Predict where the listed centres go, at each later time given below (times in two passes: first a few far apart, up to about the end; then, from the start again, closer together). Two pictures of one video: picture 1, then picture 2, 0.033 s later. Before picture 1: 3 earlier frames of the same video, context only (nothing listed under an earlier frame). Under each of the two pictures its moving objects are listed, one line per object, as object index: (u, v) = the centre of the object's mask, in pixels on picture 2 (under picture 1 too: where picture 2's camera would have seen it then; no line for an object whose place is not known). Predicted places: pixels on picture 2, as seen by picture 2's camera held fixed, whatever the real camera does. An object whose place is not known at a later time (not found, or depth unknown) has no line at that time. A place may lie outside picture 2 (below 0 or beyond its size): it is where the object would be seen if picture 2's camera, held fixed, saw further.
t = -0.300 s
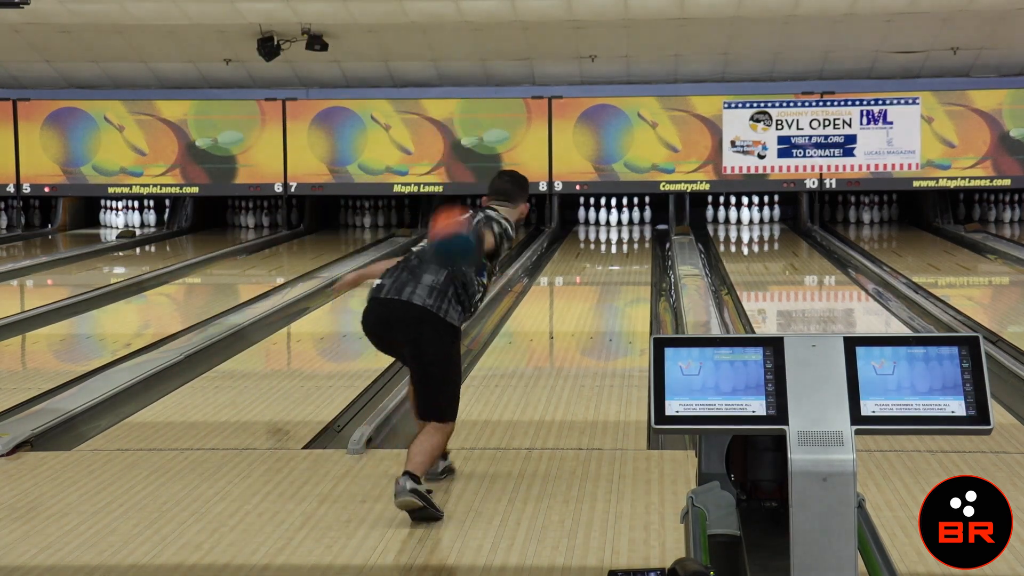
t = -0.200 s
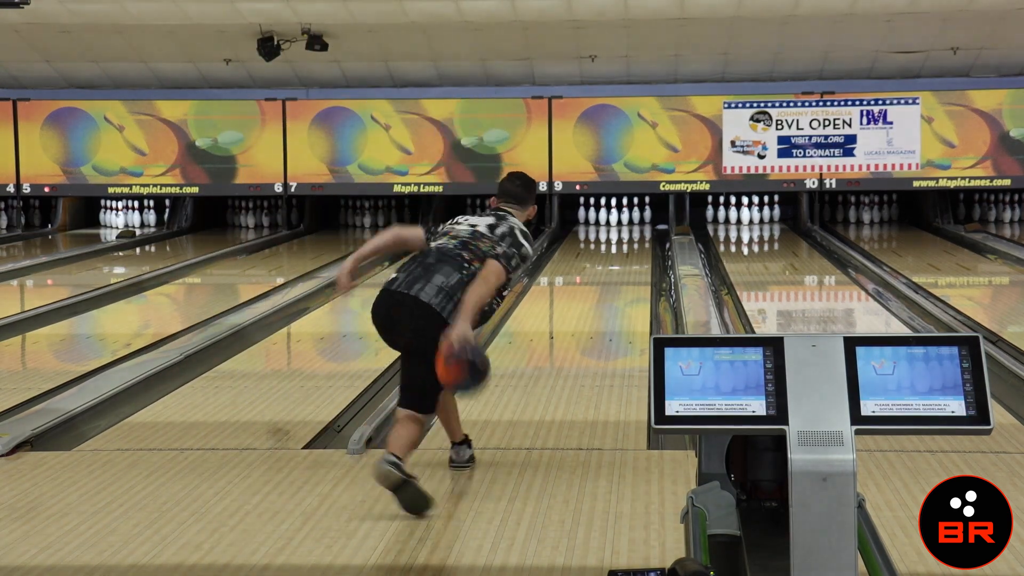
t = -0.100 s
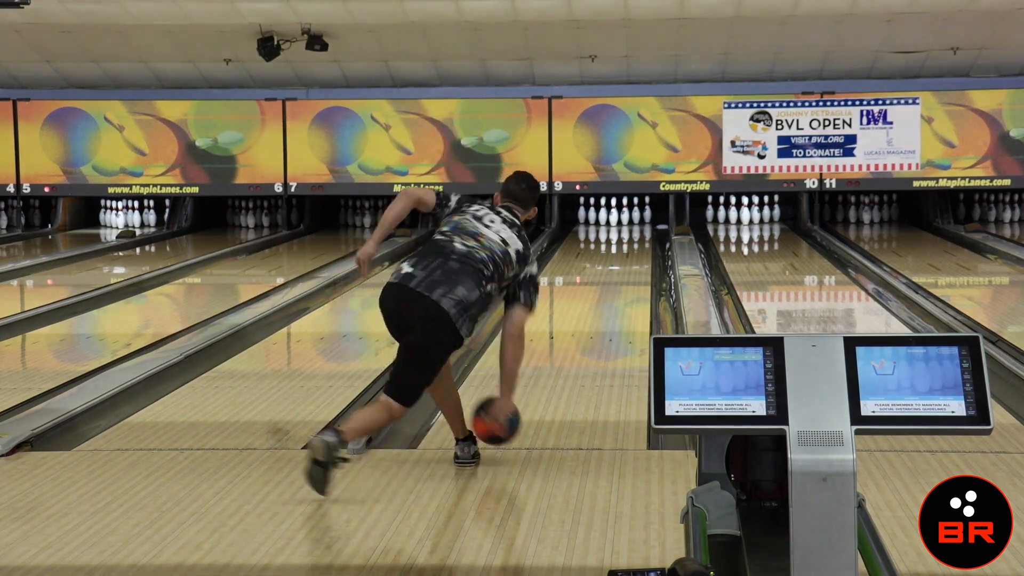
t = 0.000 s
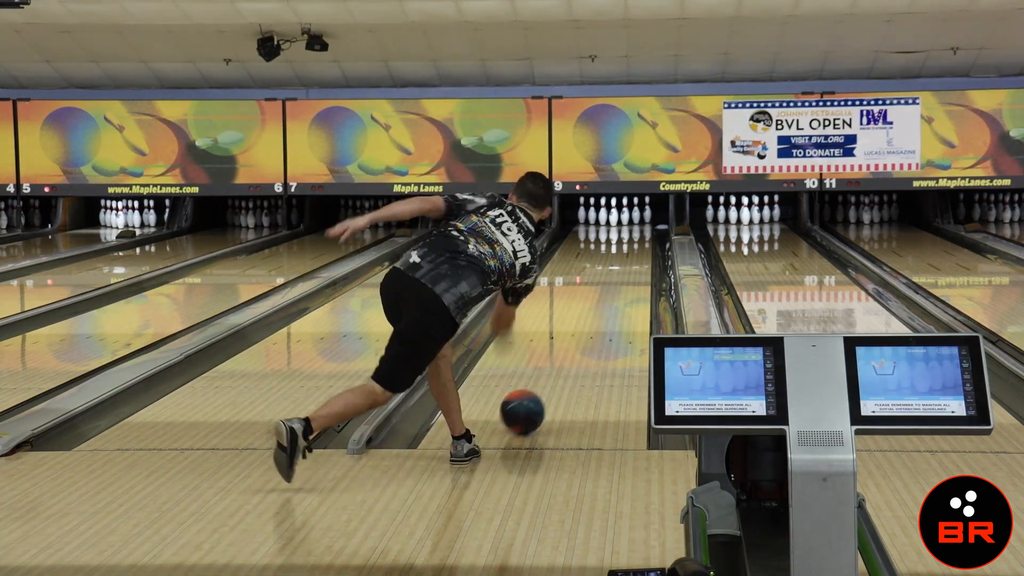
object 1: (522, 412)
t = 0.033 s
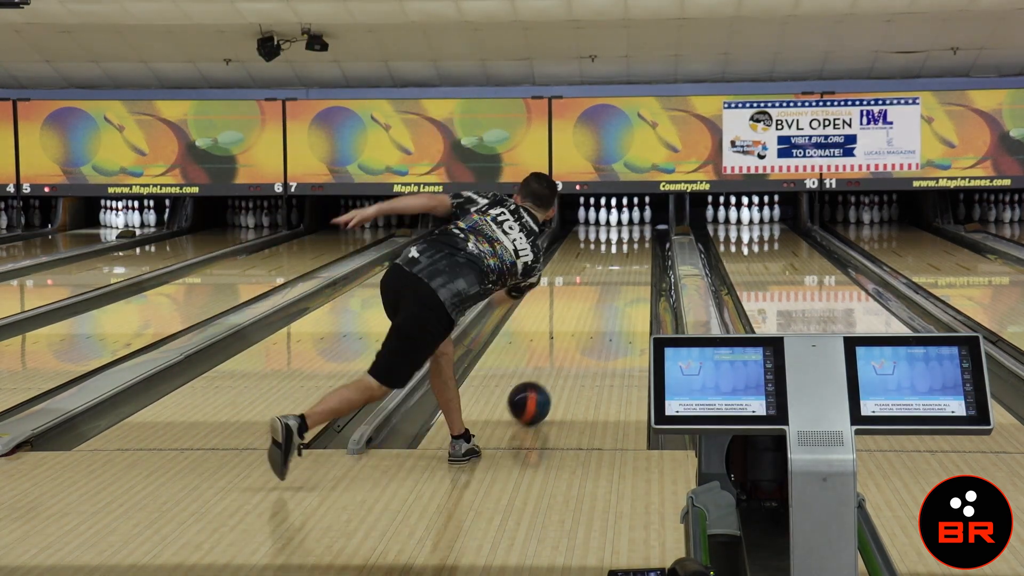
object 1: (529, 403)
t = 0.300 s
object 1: (572, 348)
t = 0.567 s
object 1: (600, 310)
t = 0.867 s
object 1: (622, 281)
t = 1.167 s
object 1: (635, 259)
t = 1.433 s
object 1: (641, 244)
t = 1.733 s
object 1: (639, 231)
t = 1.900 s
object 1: (635, 227)
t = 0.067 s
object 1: (536, 395)
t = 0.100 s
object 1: (542, 387)
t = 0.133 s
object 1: (547, 379)
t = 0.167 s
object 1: (553, 372)
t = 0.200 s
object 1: (558, 366)
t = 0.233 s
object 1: (563, 359)
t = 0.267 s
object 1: (567, 353)
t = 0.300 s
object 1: (572, 348)
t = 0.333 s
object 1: (576, 342)
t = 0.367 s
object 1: (580, 337)
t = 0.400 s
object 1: (584, 332)
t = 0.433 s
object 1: (588, 328)
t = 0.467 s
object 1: (591, 323)
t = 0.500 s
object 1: (594, 318)
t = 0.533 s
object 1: (597, 315)
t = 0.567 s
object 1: (600, 310)
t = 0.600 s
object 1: (603, 307)
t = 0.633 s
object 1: (606, 303)
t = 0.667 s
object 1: (608, 299)
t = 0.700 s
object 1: (611, 296)
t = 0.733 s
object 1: (613, 293)
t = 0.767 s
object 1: (616, 289)
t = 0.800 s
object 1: (618, 286)
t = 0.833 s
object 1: (619, 284)
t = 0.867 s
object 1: (622, 281)
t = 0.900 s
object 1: (624, 278)
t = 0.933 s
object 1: (625, 275)
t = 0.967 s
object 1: (627, 273)
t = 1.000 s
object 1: (629, 270)
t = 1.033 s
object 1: (630, 268)
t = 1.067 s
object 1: (632, 265)
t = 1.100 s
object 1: (633, 263)
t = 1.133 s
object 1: (634, 262)
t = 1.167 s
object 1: (635, 259)
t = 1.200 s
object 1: (636, 257)
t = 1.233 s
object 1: (637, 256)
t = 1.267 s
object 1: (638, 253)
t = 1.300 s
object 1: (639, 251)
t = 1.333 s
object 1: (639, 249)
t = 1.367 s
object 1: (639, 248)
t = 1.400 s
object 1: (640, 245)
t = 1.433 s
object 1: (641, 244)
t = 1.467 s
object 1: (641, 242)
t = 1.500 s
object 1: (641, 241)
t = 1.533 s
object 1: (641, 239)
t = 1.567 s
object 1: (641, 238)
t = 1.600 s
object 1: (641, 237)
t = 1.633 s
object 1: (640, 234)
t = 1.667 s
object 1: (641, 234)
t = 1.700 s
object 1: (641, 233)
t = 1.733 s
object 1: (639, 231)
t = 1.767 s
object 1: (638, 231)
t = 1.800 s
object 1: (637, 230)
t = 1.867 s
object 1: (635, 227)
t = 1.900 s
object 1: (635, 227)
